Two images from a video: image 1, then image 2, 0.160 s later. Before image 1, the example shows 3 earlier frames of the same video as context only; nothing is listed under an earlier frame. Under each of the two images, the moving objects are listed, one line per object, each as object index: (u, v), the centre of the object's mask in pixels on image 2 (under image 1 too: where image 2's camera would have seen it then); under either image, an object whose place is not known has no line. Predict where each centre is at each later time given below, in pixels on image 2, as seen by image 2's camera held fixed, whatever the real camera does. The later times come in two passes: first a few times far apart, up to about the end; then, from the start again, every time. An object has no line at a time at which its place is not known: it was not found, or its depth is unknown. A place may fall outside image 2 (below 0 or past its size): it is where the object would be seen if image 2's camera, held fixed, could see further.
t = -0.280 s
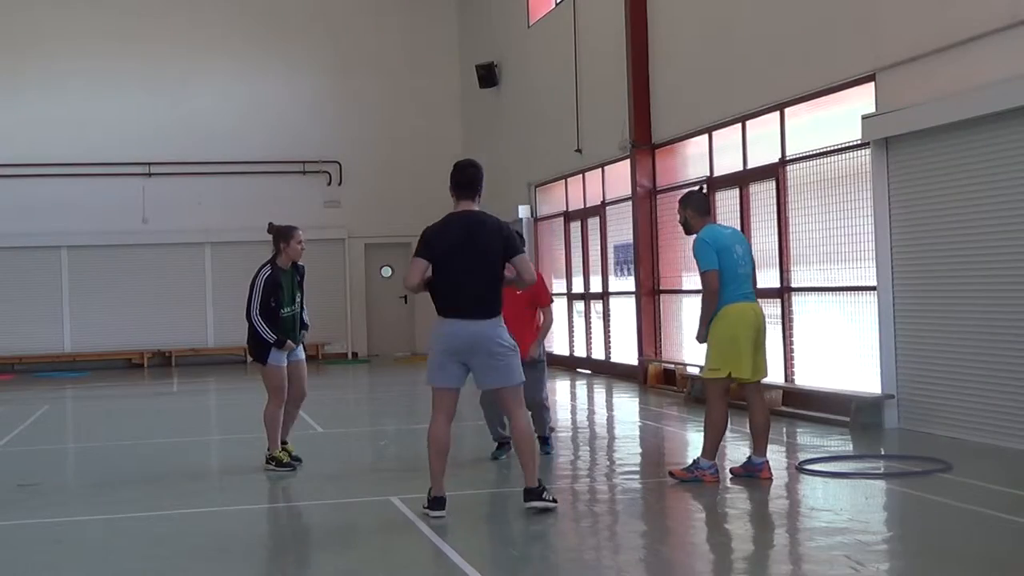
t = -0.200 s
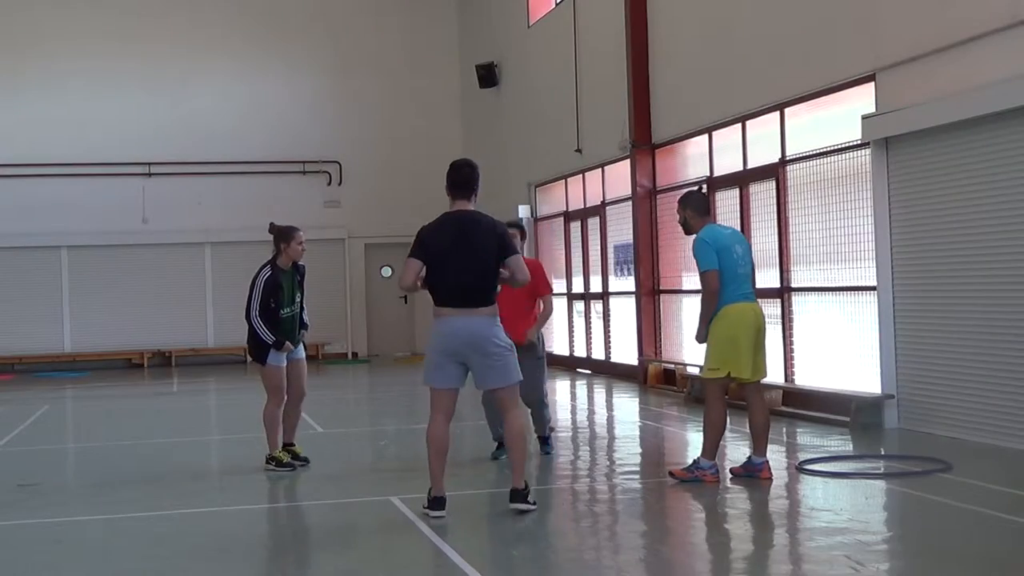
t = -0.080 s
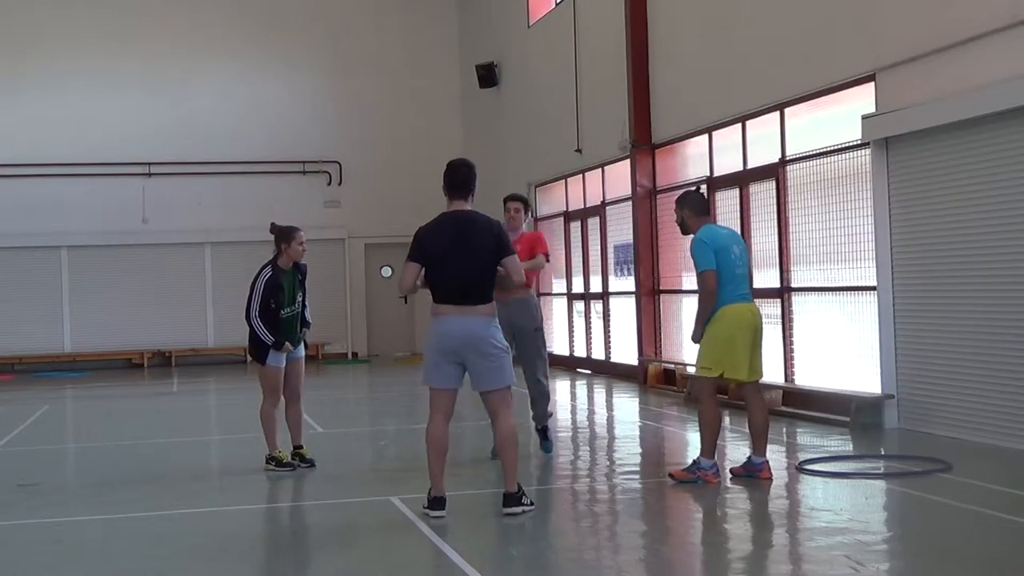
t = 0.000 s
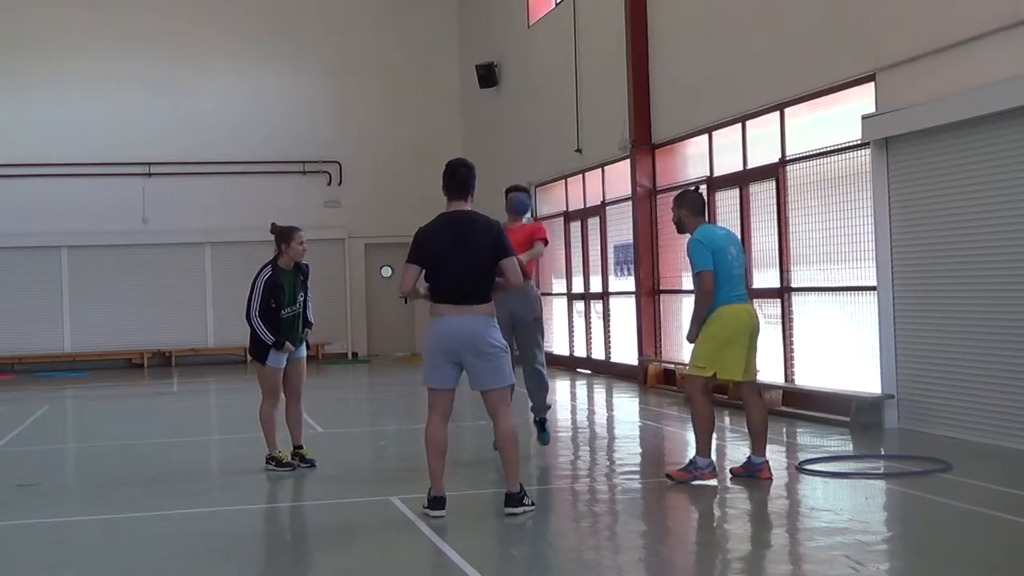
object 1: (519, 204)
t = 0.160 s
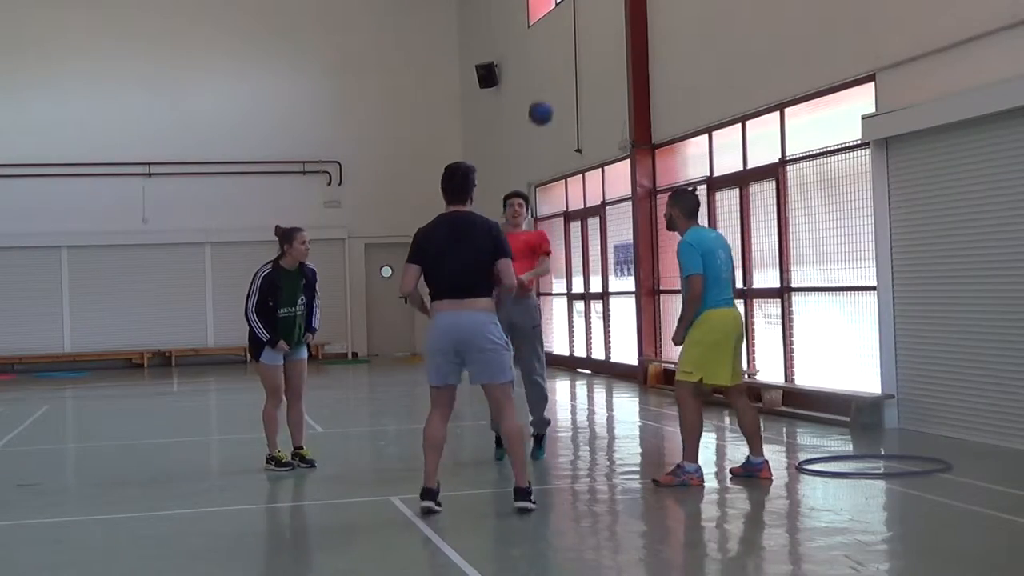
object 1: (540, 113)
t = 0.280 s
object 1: (558, 68)
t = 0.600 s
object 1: (613, 54)
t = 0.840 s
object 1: (660, 157)
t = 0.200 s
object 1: (546, 96)
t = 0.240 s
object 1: (552, 80)
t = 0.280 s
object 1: (558, 68)
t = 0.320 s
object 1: (564, 58)
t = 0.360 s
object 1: (571, 50)
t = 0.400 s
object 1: (577, 44)
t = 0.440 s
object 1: (584, 41)
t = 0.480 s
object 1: (591, 40)
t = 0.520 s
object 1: (598, 42)
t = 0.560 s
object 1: (605, 47)
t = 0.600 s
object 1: (613, 54)
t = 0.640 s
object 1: (621, 64)
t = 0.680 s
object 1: (628, 77)
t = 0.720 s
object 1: (636, 91)
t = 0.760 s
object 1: (644, 110)
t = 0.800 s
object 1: (652, 133)
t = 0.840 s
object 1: (660, 157)
